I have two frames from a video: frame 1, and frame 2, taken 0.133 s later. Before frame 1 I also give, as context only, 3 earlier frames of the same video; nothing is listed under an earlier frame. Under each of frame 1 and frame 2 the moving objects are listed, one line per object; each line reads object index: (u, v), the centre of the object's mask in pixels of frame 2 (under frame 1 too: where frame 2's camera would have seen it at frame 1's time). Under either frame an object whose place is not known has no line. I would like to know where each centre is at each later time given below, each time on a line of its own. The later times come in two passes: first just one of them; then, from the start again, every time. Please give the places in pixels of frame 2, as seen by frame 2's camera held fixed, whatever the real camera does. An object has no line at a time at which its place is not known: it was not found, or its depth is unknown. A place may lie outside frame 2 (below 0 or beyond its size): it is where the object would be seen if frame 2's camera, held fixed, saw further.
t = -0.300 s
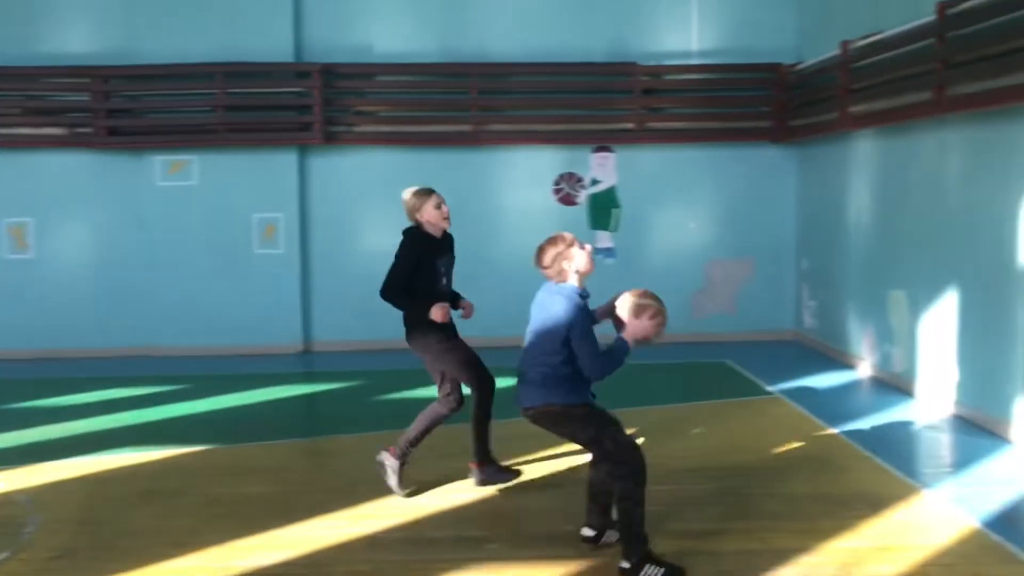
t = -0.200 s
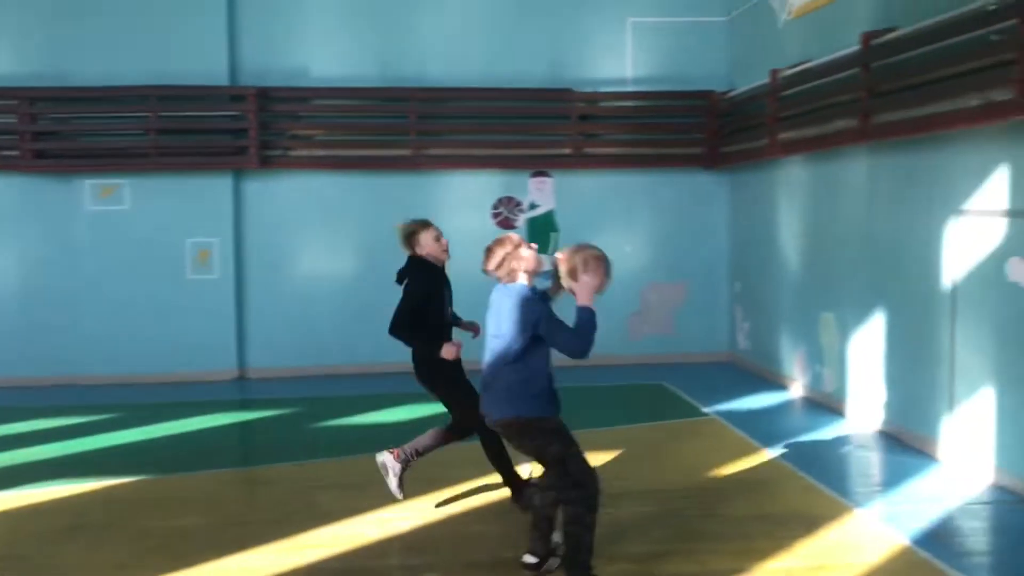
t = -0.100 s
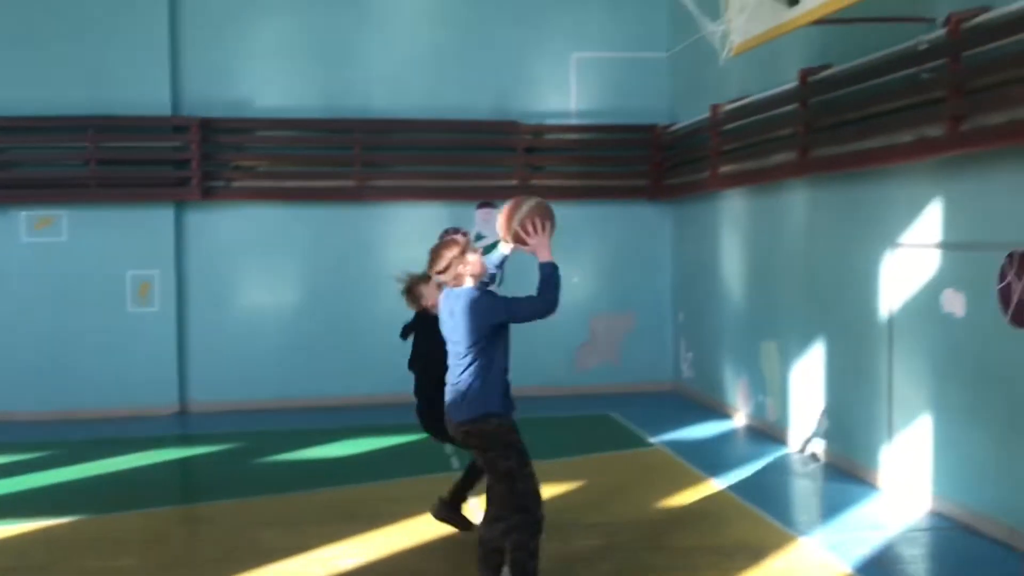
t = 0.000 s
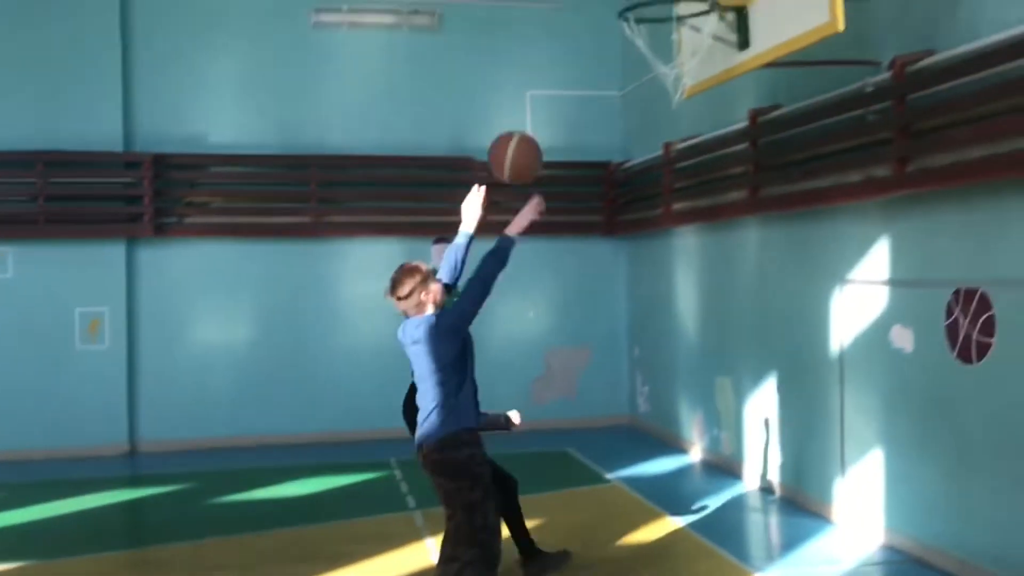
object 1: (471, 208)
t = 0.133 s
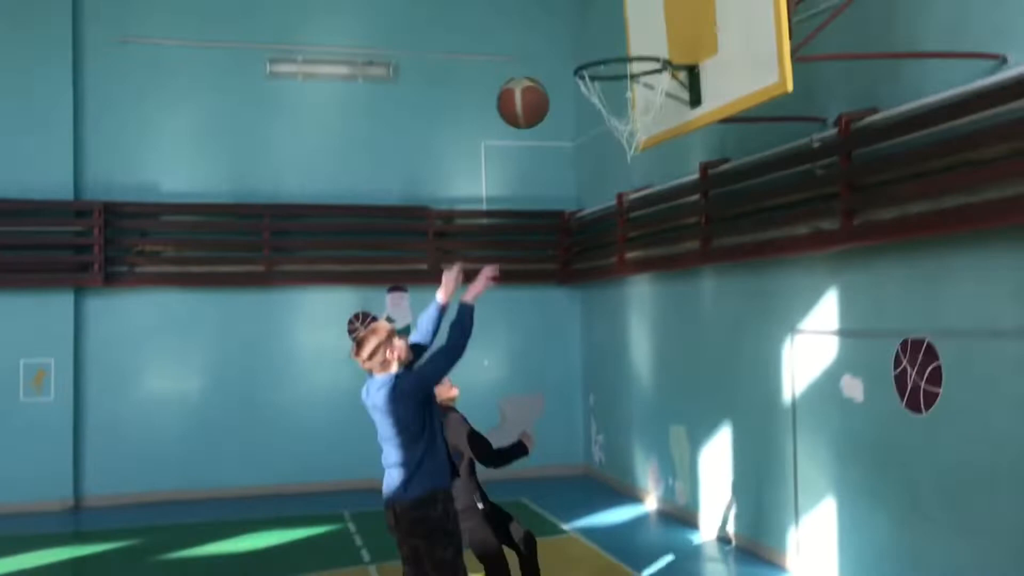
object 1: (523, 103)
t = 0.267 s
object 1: (571, 38)
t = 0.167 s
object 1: (535, 83)
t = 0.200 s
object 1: (547, 65)
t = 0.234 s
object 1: (559, 50)
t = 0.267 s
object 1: (571, 38)
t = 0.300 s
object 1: (583, 28)
